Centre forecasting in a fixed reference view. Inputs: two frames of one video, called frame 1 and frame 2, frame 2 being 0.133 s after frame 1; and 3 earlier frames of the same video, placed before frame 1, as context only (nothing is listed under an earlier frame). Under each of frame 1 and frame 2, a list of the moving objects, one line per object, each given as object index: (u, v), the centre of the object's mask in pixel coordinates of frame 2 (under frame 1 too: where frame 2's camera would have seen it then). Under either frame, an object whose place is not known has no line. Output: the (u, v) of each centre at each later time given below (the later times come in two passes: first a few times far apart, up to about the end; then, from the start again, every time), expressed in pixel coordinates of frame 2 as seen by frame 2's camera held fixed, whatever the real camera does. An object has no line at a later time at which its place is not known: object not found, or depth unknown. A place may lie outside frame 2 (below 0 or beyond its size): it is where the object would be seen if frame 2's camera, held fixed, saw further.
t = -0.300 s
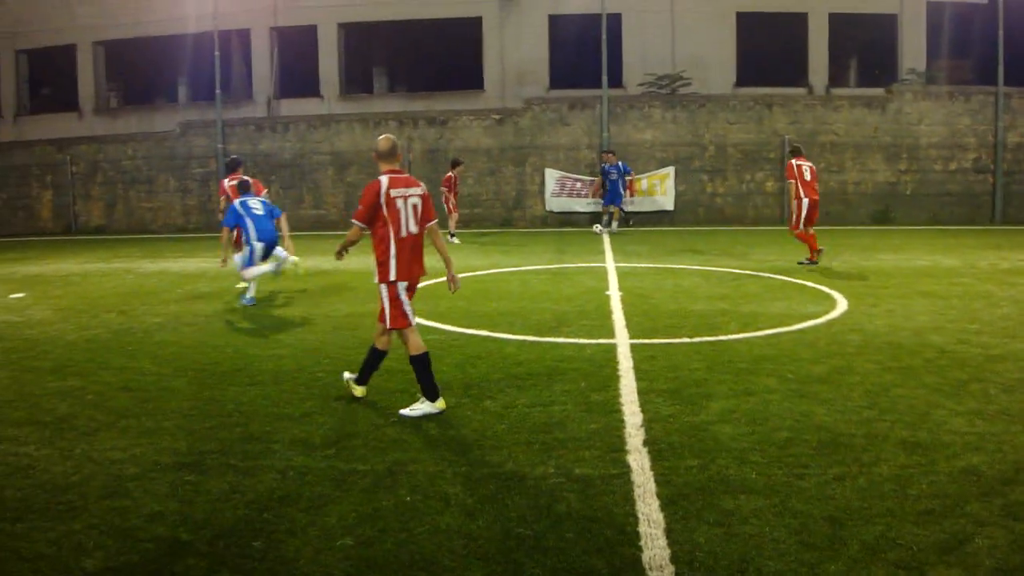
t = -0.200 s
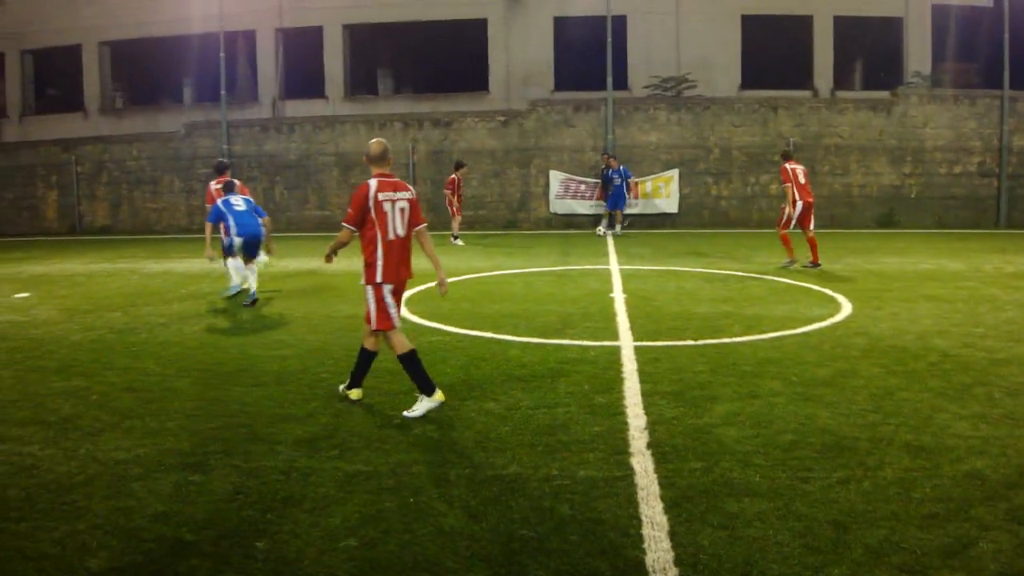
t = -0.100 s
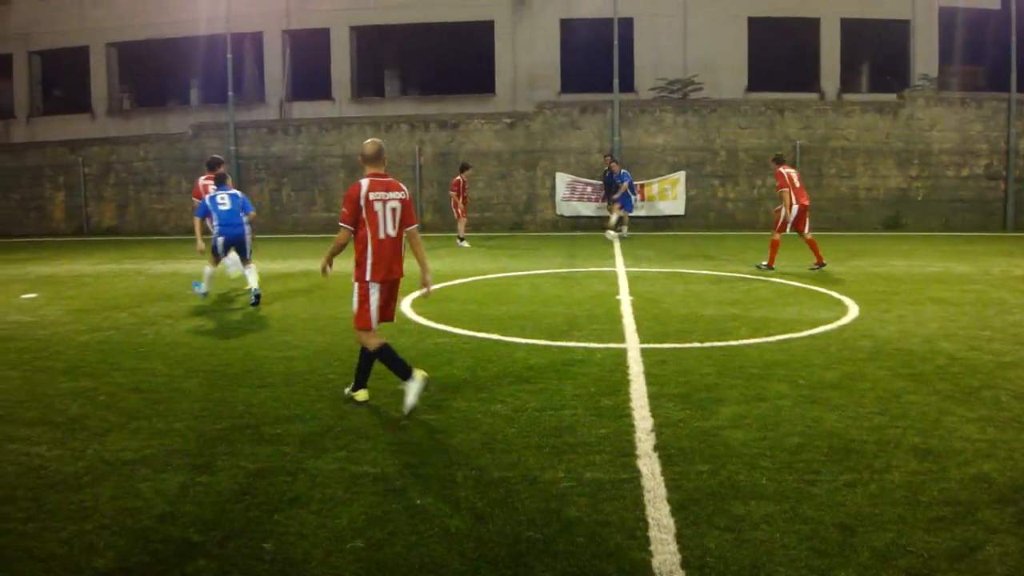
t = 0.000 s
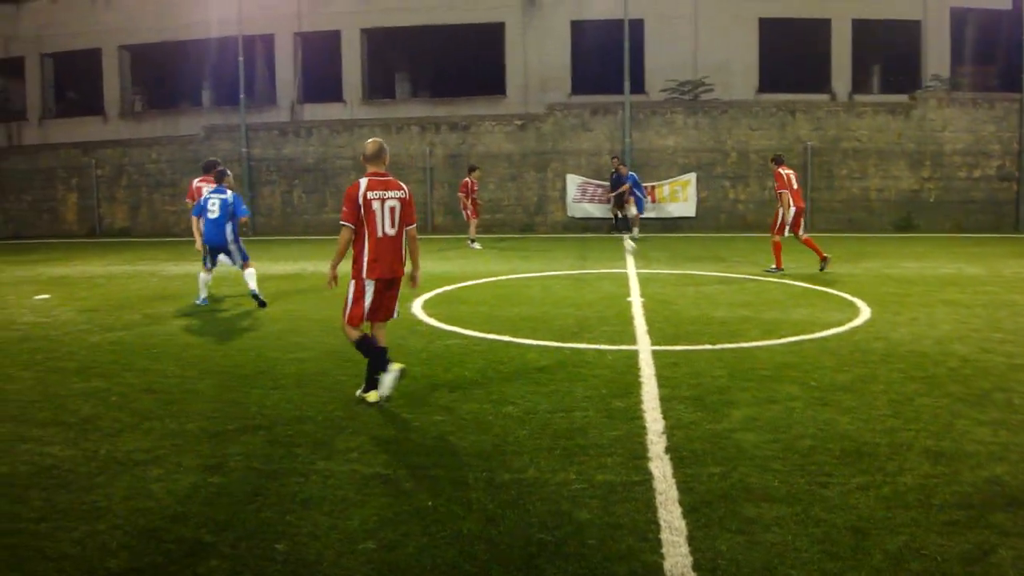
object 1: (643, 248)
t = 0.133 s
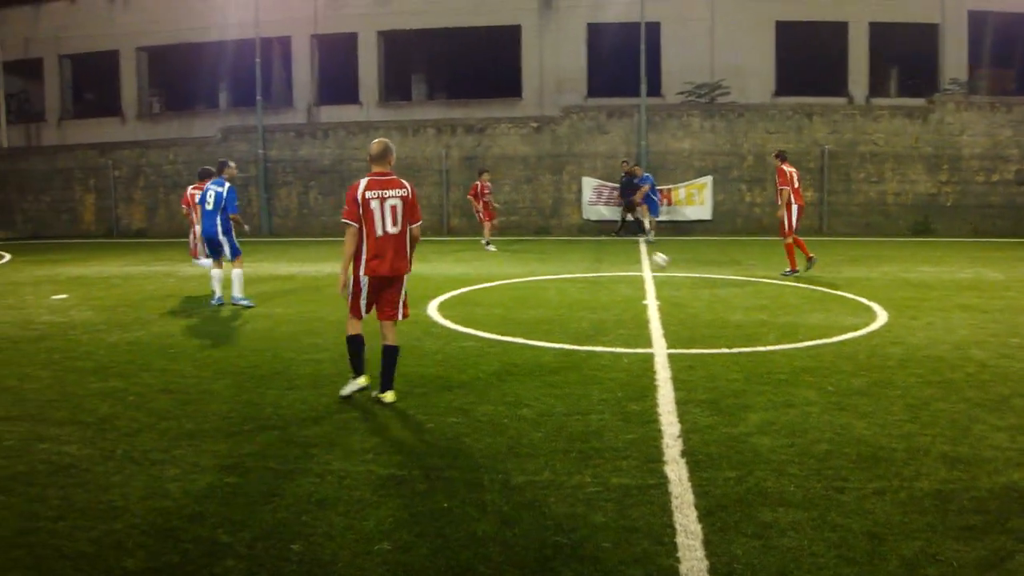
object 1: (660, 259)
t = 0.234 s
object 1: (675, 276)
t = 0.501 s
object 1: (733, 316)
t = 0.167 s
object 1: (664, 263)
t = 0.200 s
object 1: (669, 269)
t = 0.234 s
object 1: (675, 276)
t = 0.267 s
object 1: (681, 278)
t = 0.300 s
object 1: (686, 279)
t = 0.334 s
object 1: (693, 282)
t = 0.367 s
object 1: (700, 286)
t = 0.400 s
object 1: (708, 292)
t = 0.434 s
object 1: (716, 300)
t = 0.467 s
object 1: (724, 311)
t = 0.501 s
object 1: (733, 316)
